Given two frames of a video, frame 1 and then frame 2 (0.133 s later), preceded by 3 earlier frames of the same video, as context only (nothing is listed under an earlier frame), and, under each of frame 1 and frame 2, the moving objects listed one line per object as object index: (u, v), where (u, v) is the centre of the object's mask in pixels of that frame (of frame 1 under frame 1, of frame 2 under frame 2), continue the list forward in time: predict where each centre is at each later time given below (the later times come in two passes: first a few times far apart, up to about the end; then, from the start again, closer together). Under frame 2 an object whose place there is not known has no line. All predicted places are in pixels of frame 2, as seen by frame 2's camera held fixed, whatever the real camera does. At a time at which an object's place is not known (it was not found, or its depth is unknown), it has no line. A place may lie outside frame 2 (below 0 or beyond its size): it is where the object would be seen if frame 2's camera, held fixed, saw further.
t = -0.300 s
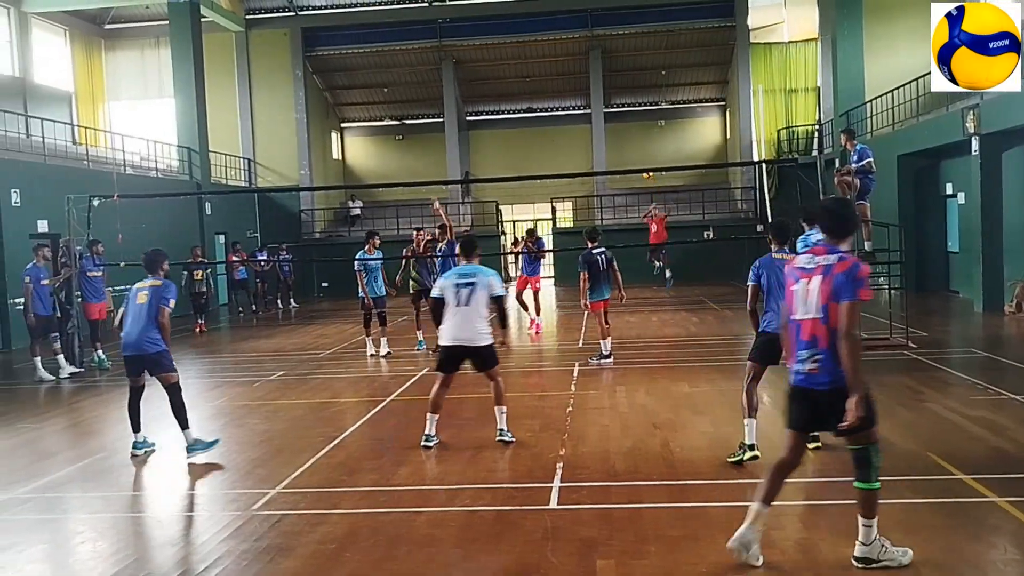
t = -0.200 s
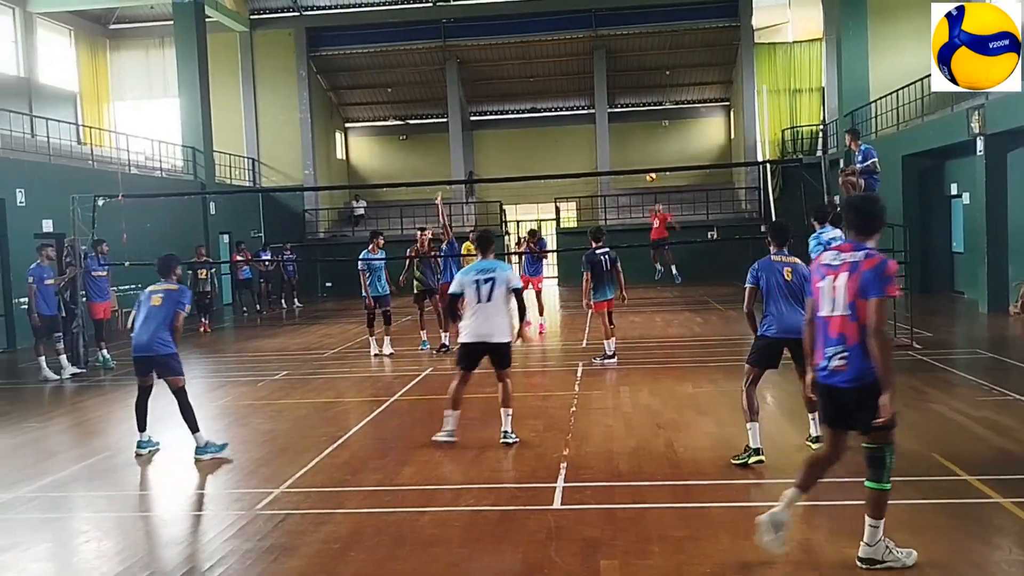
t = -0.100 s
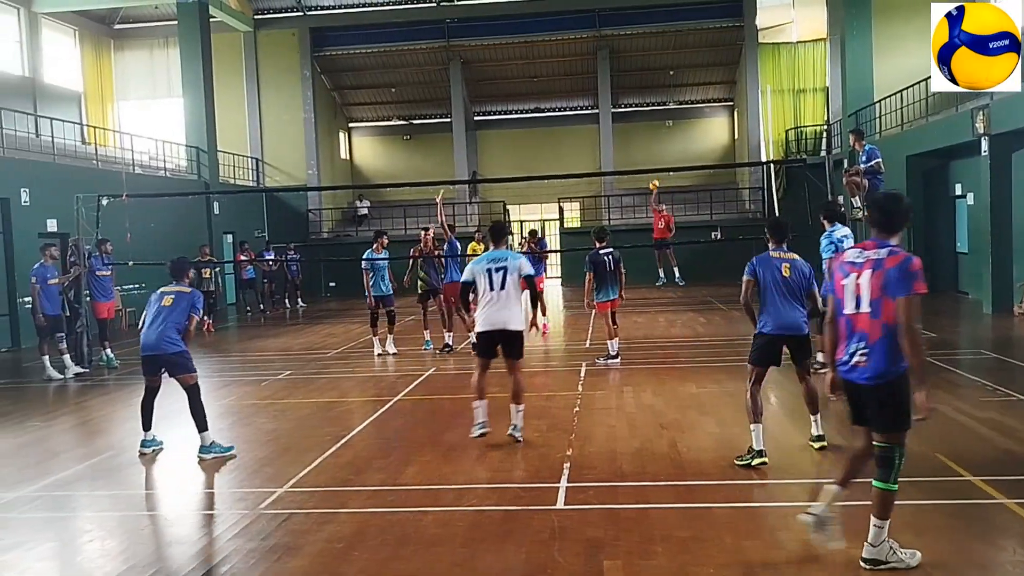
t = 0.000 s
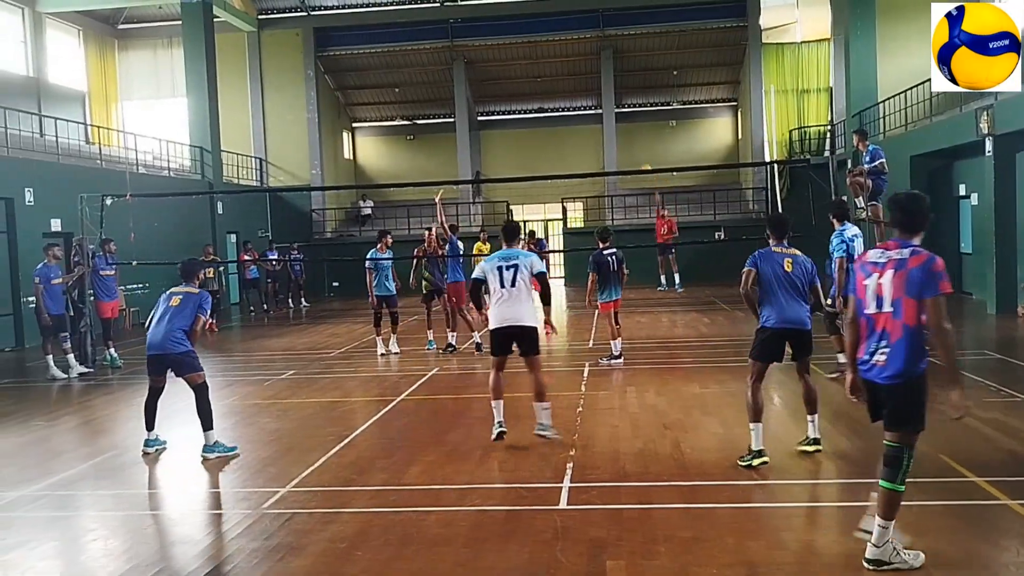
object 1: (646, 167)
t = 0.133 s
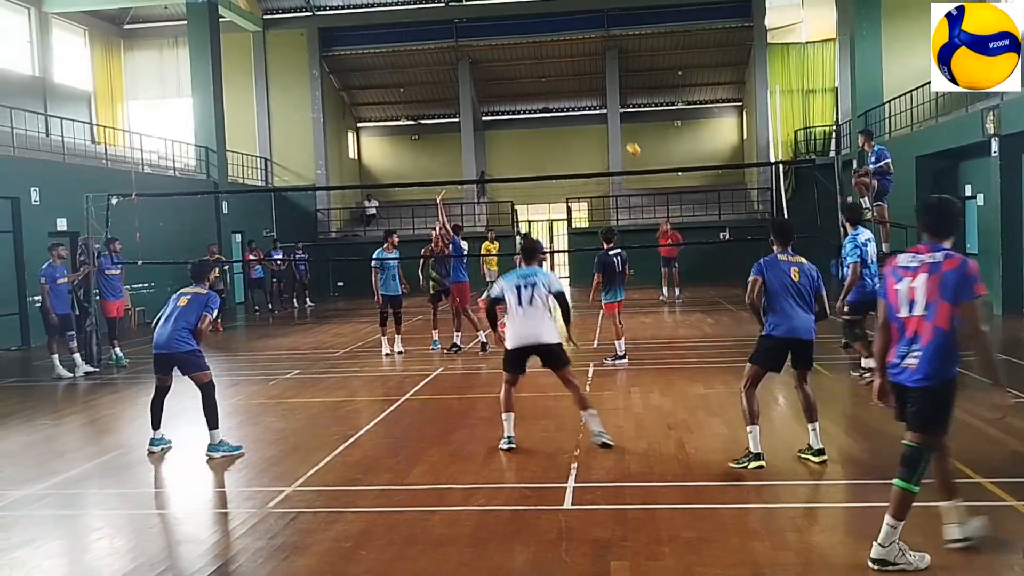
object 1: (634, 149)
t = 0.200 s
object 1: (623, 139)
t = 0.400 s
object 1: (584, 118)
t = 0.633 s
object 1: (526, 121)
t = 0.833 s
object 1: (458, 166)
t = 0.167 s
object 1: (629, 144)
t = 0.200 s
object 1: (623, 139)
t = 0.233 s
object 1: (618, 134)
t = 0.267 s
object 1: (612, 130)
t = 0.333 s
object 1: (598, 122)
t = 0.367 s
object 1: (591, 120)
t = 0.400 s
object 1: (584, 118)
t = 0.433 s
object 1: (576, 118)
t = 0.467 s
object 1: (569, 117)
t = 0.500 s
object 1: (561, 116)
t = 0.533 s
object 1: (553, 116)
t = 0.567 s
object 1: (545, 117)
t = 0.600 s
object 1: (536, 118)
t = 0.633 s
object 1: (526, 121)
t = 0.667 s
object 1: (516, 126)
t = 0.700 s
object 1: (506, 131)
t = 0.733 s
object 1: (493, 137)
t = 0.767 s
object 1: (483, 145)
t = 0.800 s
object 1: (472, 155)
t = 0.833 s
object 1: (458, 166)
